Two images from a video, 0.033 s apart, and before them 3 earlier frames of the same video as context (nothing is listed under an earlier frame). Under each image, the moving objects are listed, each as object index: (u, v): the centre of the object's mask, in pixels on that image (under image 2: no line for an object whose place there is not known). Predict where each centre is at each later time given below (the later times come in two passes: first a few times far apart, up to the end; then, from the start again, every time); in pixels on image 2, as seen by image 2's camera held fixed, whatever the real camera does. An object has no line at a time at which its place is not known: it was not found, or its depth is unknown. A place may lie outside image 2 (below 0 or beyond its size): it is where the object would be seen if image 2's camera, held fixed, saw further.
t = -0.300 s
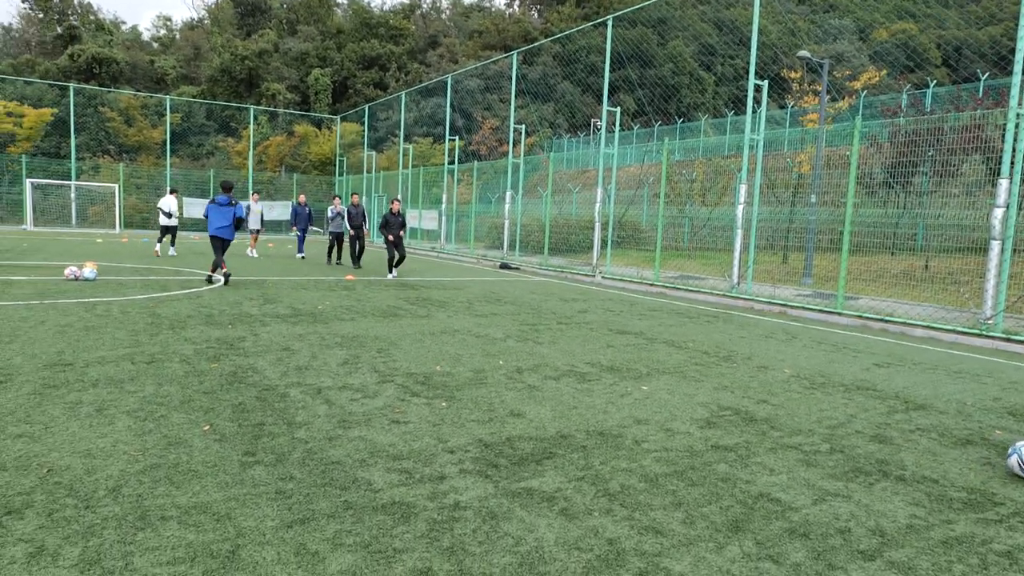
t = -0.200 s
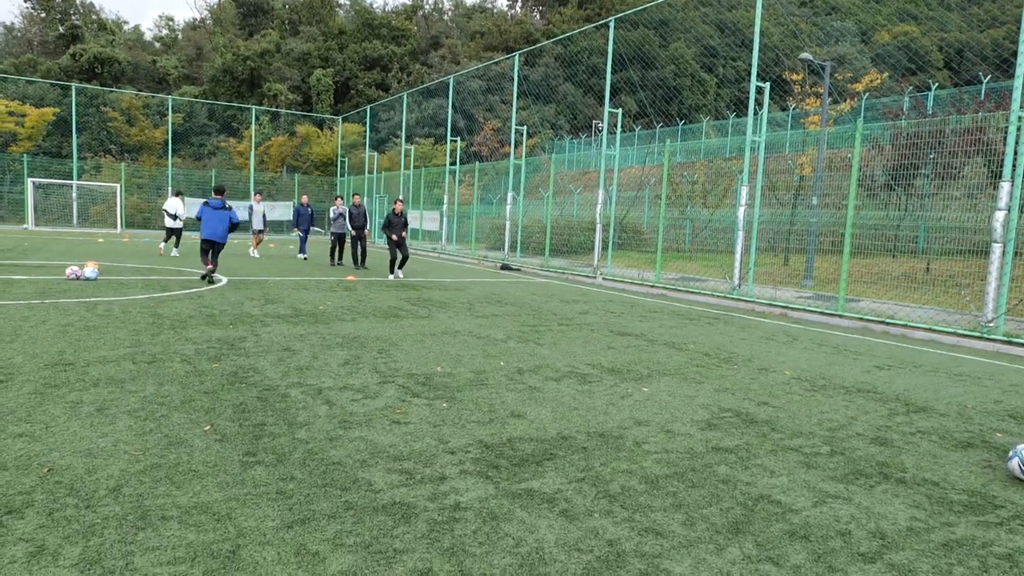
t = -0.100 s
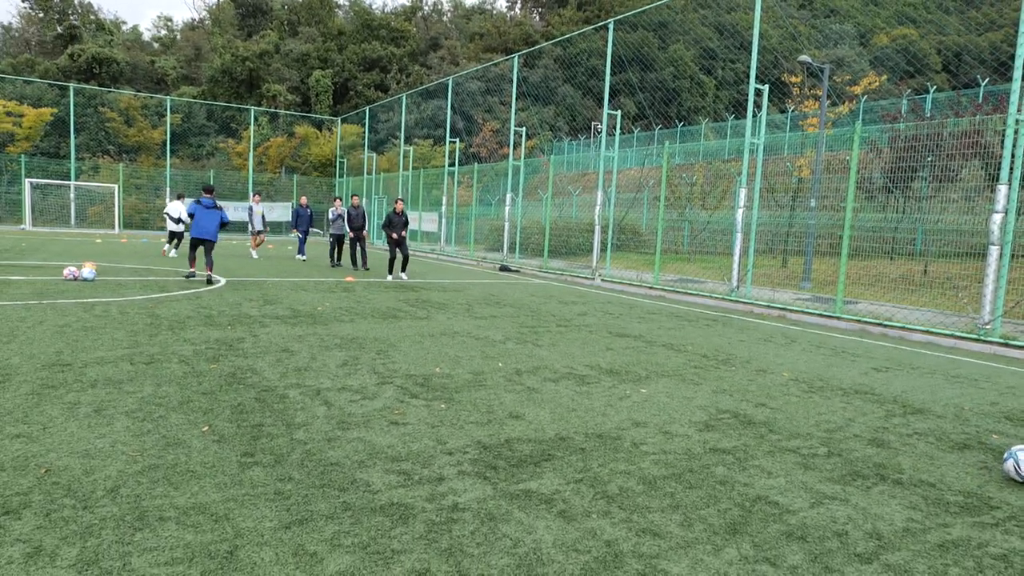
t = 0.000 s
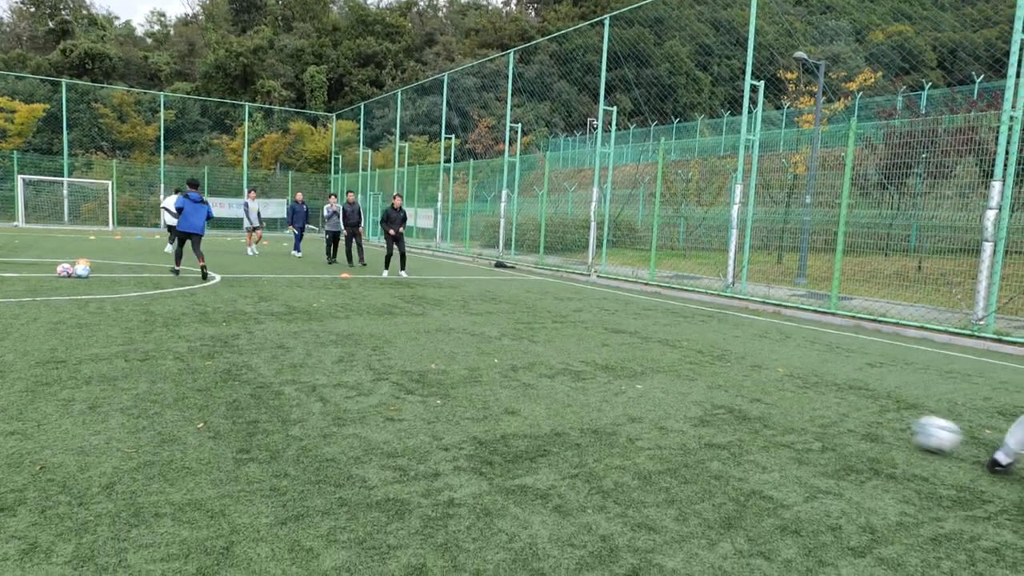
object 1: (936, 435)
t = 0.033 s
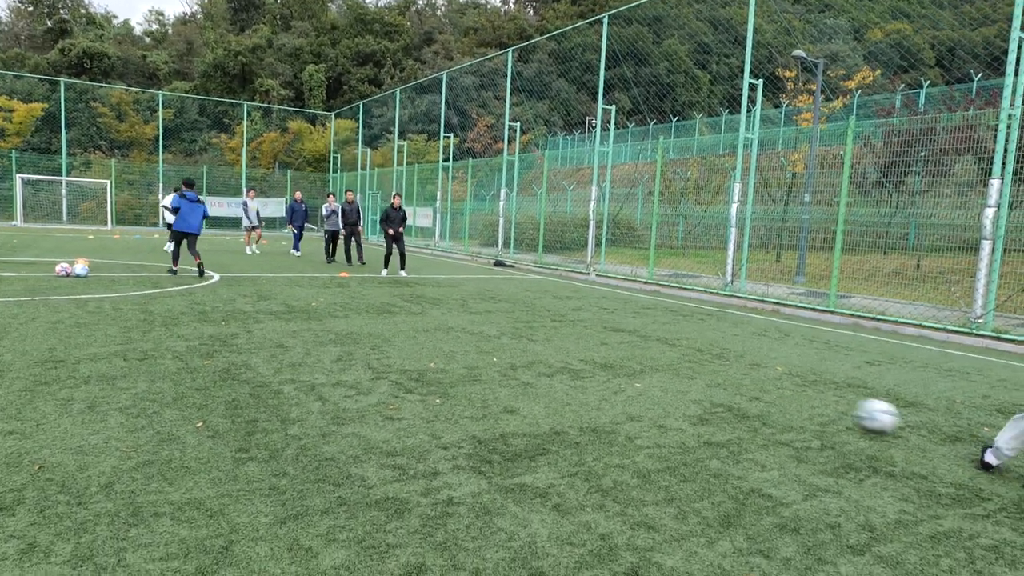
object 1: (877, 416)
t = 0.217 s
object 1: (672, 355)
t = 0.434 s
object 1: (548, 319)
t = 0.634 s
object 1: (481, 298)
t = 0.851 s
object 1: (432, 284)
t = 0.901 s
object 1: (423, 283)
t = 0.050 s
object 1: (852, 408)
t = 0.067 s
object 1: (828, 401)
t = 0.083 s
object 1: (807, 393)
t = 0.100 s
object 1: (786, 387)
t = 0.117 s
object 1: (767, 383)
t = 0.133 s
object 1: (749, 377)
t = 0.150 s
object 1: (732, 373)
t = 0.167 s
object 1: (715, 368)
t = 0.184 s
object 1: (699, 364)
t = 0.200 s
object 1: (685, 358)
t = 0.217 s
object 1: (672, 355)
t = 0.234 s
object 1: (660, 351)
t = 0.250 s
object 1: (648, 348)
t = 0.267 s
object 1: (636, 345)
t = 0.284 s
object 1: (625, 342)
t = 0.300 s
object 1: (614, 339)
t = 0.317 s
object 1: (605, 335)
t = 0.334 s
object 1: (595, 332)
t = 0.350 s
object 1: (586, 330)
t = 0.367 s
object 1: (579, 327)
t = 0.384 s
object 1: (570, 325)
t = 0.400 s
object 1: (562, 323)
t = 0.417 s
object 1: (555, 321)
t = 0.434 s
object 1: (548, 319)
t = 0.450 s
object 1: (541, 316)
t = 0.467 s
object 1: (534, 313)
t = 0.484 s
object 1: (528, 312)
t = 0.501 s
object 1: (522, 310)
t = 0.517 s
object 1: (516, 309)
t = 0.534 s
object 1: (510, 308)
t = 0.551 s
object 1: (504, 305)
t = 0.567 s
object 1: (500, 304)
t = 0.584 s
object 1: (495, 302)
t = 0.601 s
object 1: (490, 300)
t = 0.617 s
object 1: (485, 299)
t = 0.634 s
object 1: (481, 298)
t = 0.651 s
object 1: (476, 297)
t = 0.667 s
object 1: (471, 296)
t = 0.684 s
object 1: (467, 295)
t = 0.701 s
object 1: (463, 293)
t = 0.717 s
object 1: (459, 292)
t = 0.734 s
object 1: (455, 291)
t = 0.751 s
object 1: (452, 290)
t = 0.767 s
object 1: (448, 289)
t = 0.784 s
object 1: (445, 289)
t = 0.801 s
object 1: (441, 288)
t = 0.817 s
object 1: (438, 286)
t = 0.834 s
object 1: (435, 285)
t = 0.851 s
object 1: (432, 284)
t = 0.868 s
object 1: (429, 283)
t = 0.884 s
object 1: (426, 283)
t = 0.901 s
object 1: (423, 283)
